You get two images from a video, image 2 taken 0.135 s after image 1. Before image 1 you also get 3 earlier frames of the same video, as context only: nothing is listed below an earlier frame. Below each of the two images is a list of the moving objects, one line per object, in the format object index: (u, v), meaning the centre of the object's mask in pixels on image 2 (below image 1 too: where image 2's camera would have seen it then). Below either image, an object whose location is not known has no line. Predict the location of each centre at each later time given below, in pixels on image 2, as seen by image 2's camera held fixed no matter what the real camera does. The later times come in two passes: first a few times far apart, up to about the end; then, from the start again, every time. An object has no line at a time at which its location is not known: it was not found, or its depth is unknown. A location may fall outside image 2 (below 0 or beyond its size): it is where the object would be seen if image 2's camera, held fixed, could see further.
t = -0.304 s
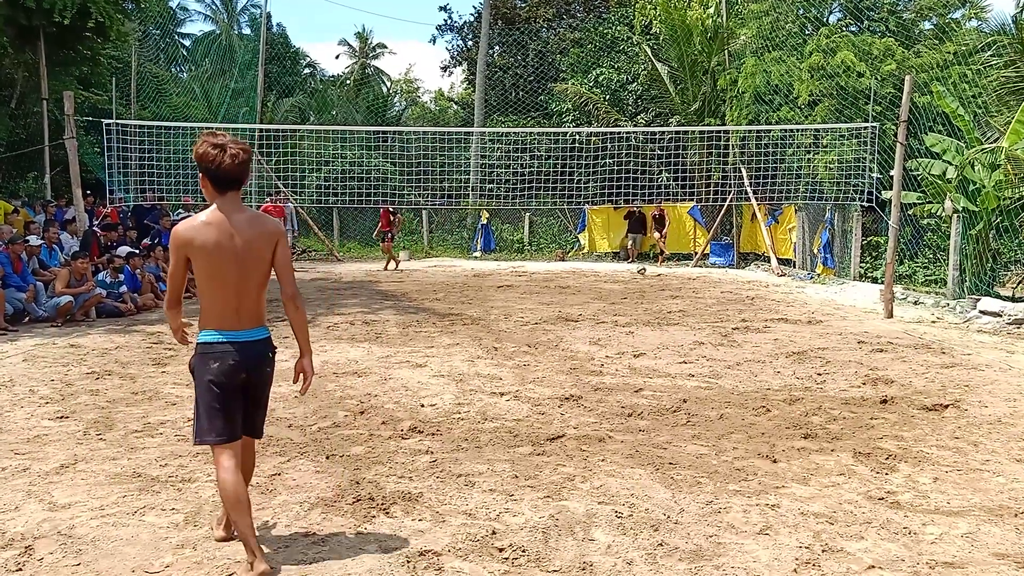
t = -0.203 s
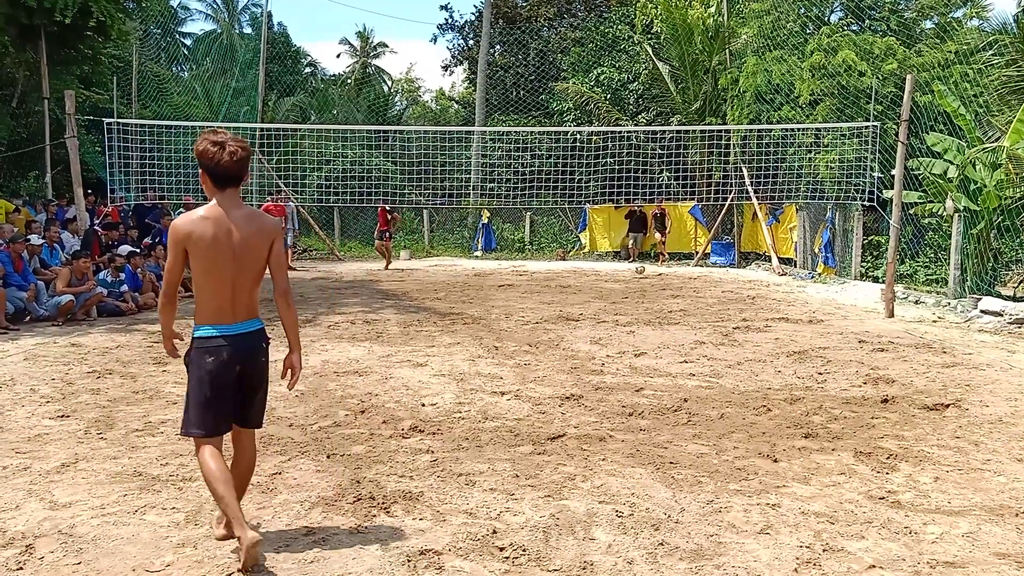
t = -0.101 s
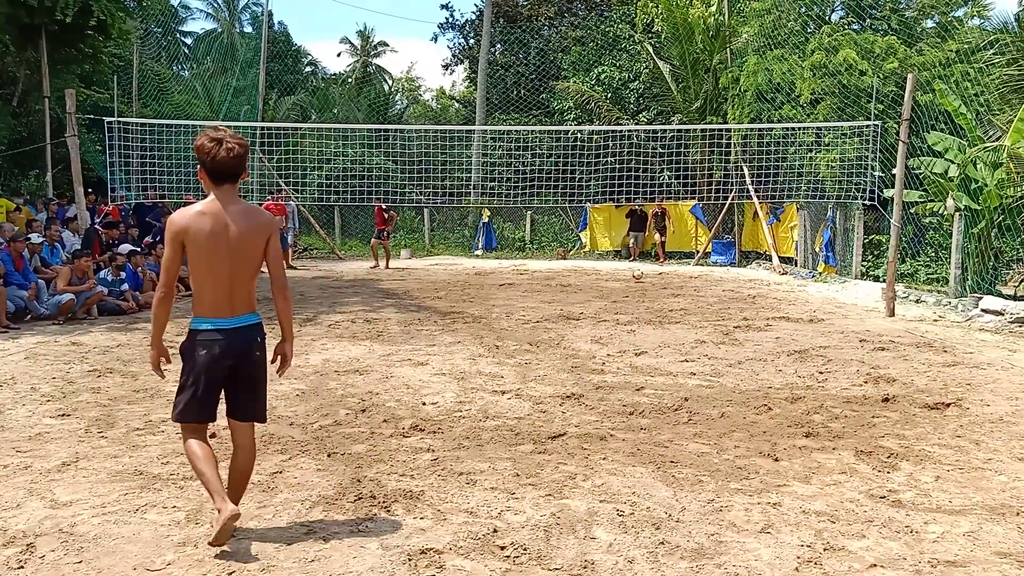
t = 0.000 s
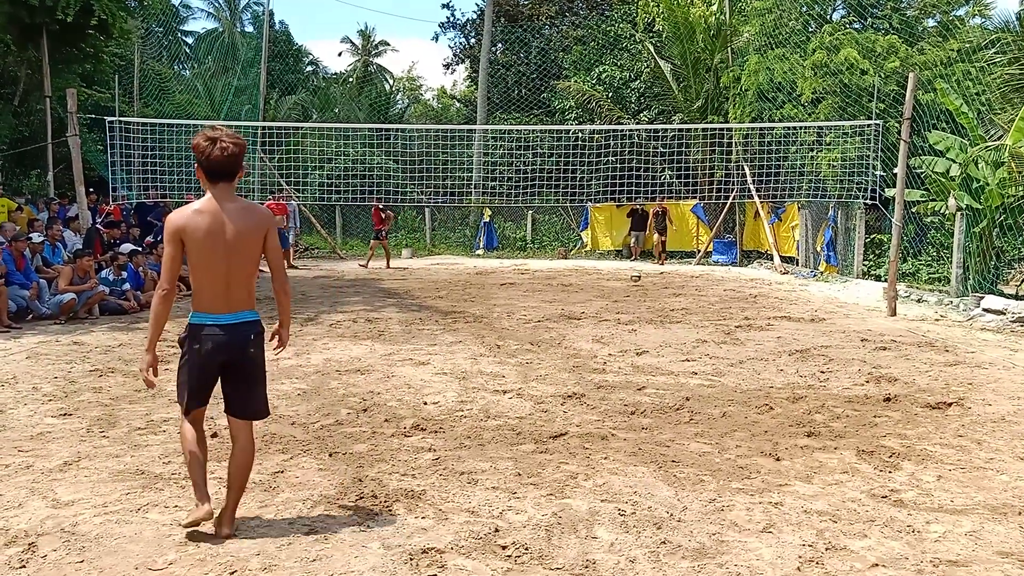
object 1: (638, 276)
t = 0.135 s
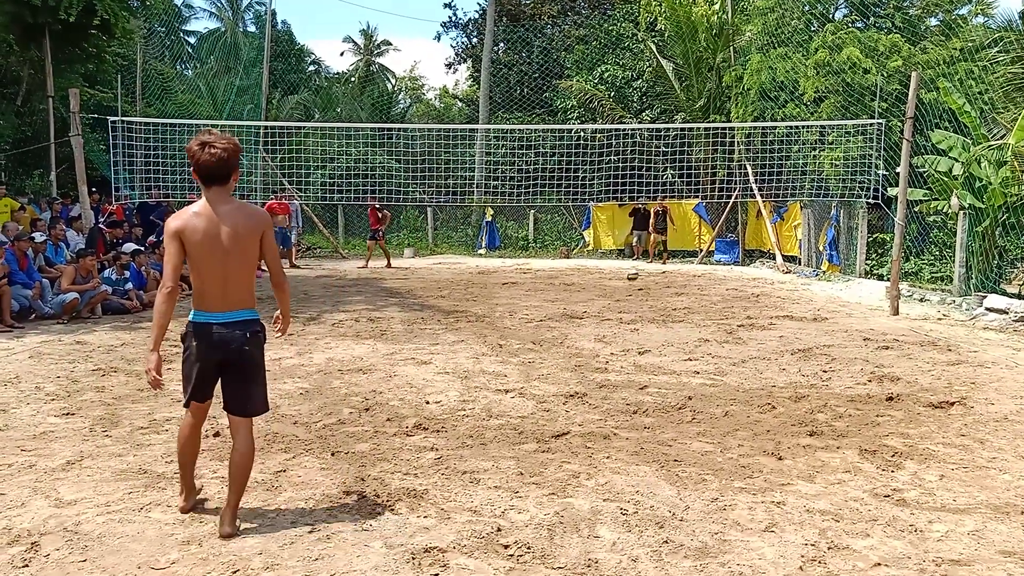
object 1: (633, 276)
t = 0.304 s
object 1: (624, 289)
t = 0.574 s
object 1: (617, 275)
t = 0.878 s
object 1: (606, 300)
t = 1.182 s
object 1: (594, 311)
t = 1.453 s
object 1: (586, 313)
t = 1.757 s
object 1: (574, 343)
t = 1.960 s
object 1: (560, 355)
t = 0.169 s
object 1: (631, 277)
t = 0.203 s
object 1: (629, 279)
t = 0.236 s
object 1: (628, 283)
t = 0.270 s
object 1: (626, 286)
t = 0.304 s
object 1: (624, 289)
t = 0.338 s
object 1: (624, 287)
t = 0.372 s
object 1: (624, 283)
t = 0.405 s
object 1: (623, 280)
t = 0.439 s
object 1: (621, 277)
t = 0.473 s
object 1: (620, 276)
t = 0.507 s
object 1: (619, 274)
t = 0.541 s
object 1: (618, 274)
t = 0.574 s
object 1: (617, 275)
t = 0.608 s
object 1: (617, 276)
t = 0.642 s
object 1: (615, 278)
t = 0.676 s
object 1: (614, 281)
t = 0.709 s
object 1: (613, 285)
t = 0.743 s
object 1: (611, 290)
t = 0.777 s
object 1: (610, 295)
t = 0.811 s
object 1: (609, 302)
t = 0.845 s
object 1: (608, 304)
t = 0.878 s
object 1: (606, 300)
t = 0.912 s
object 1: (606, 298)
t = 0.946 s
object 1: (604, 297)
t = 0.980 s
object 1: (603, 296)
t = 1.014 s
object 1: (601, 296)
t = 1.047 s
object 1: (600, 297)
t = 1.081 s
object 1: (599, 299)
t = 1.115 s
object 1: (597, 302)
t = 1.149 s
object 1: (595, 305)
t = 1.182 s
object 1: (594, 311)
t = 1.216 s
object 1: (593, 317)
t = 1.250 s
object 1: (591, 324)
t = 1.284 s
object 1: (590, 319)
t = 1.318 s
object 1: (589, 316)
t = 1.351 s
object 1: (588, 314)
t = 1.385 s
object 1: (588, 313)
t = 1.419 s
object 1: (587, 313)
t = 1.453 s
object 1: (586, 313)
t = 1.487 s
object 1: (585, 315)
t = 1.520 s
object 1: (584, 318)
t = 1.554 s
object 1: (583, 322)
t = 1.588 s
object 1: (582, 329)
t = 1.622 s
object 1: (581, 336)
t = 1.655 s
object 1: (580, 344)
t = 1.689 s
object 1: (578, 348)
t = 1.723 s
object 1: (576, 346)
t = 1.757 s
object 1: (574, 343)
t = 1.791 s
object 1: (571, 342)
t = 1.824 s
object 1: (569, 341)
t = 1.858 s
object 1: (567, 343)
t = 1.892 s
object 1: (564, 345)
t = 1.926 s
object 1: (562, 349)
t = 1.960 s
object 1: (560, 355)
